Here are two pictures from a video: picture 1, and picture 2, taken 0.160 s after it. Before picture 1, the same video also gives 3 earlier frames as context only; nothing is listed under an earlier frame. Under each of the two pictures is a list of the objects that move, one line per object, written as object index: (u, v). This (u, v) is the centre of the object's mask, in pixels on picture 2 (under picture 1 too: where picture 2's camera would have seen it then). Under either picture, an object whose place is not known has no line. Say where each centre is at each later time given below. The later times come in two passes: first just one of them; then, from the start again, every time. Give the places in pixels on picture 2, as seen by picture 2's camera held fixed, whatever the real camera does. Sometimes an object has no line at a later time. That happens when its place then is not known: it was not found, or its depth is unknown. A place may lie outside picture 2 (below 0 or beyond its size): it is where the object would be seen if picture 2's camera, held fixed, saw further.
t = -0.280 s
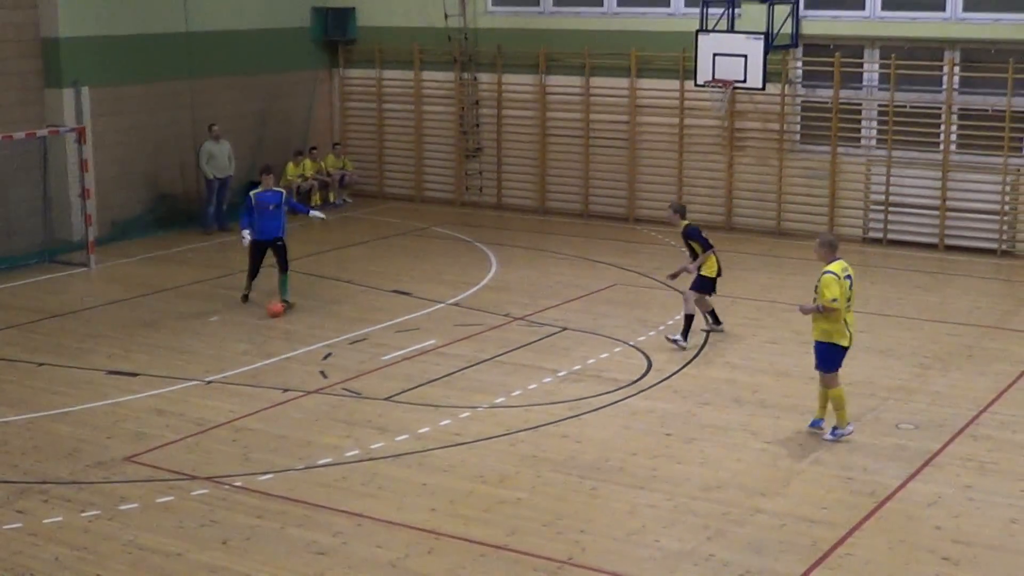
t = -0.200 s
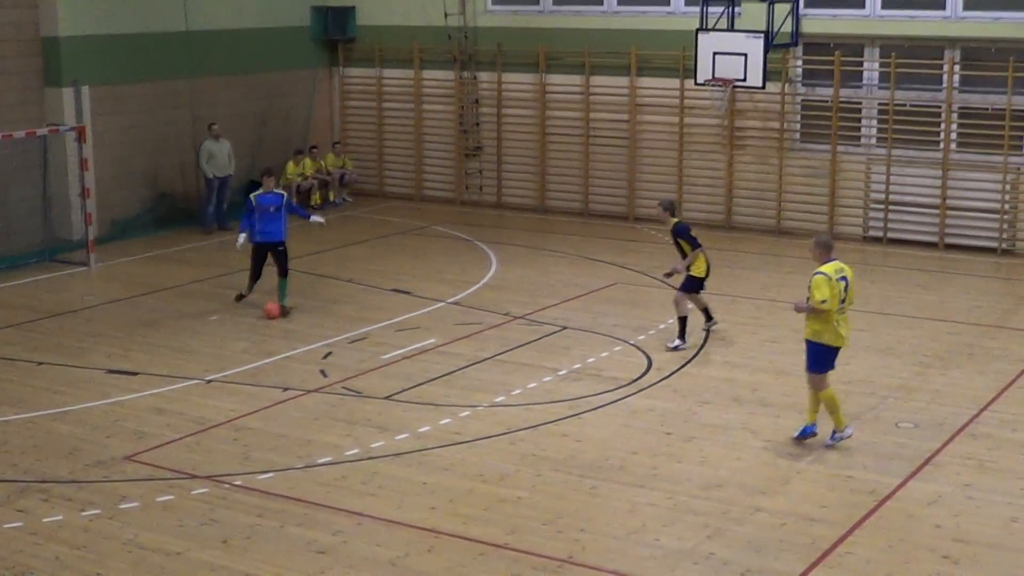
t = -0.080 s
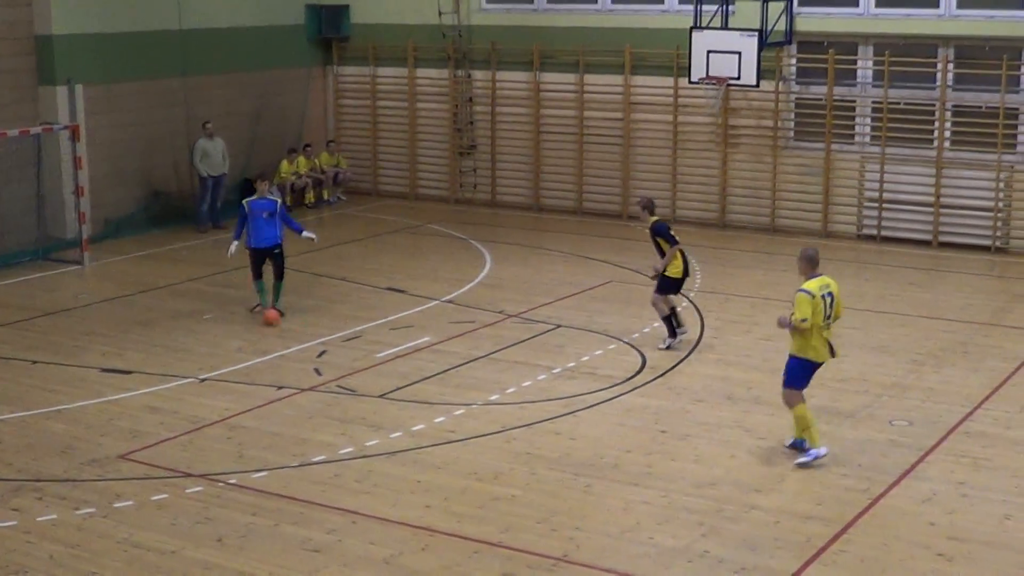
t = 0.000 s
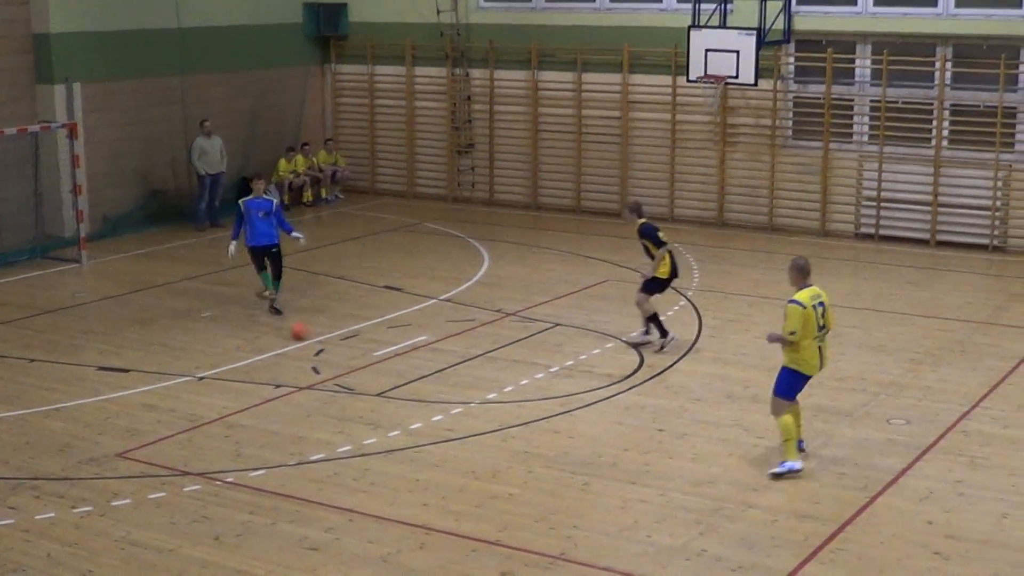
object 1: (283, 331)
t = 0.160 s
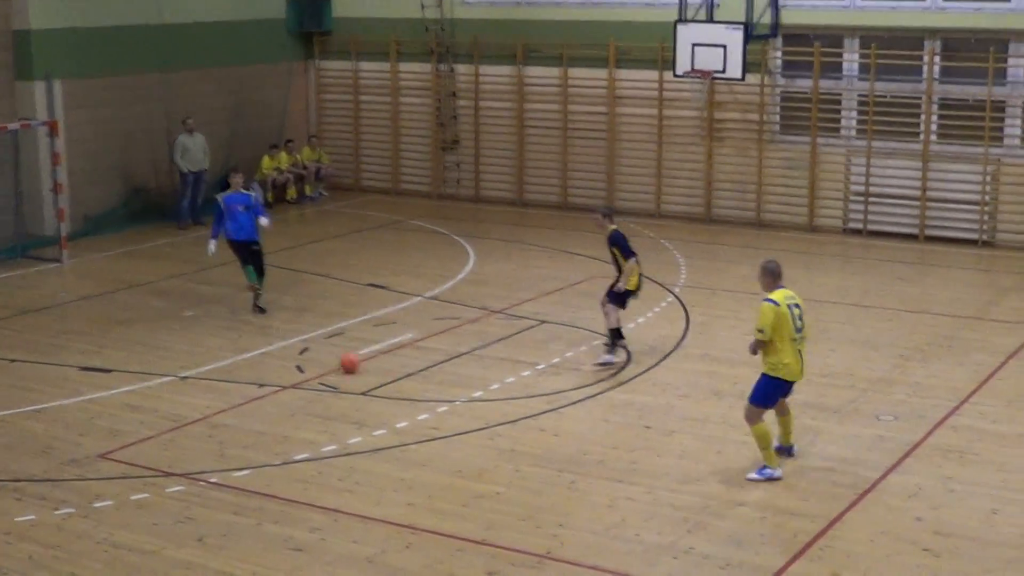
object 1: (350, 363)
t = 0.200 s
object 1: (367, 372)
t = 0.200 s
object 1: (367, 372)
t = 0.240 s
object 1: (386, 382)
